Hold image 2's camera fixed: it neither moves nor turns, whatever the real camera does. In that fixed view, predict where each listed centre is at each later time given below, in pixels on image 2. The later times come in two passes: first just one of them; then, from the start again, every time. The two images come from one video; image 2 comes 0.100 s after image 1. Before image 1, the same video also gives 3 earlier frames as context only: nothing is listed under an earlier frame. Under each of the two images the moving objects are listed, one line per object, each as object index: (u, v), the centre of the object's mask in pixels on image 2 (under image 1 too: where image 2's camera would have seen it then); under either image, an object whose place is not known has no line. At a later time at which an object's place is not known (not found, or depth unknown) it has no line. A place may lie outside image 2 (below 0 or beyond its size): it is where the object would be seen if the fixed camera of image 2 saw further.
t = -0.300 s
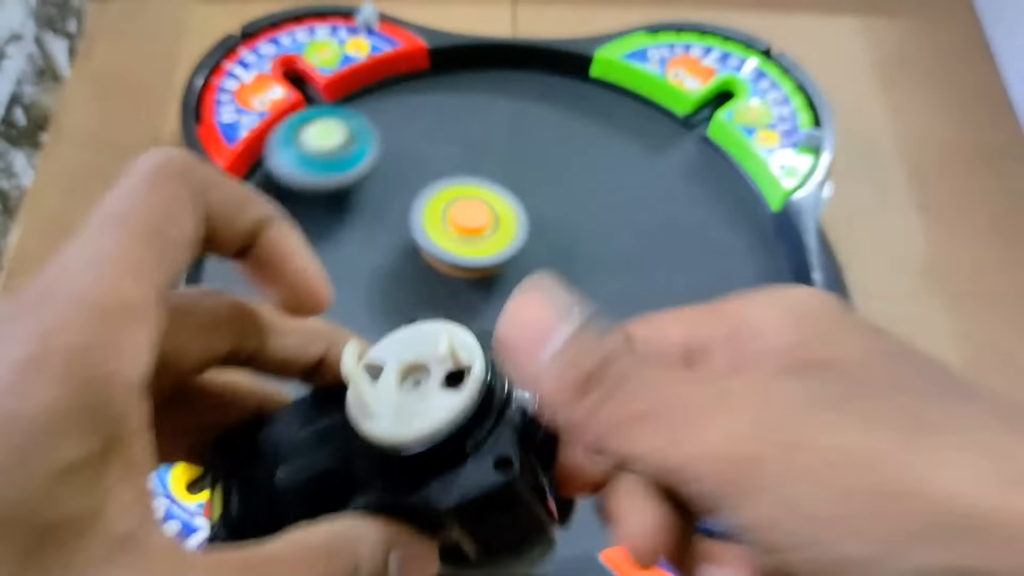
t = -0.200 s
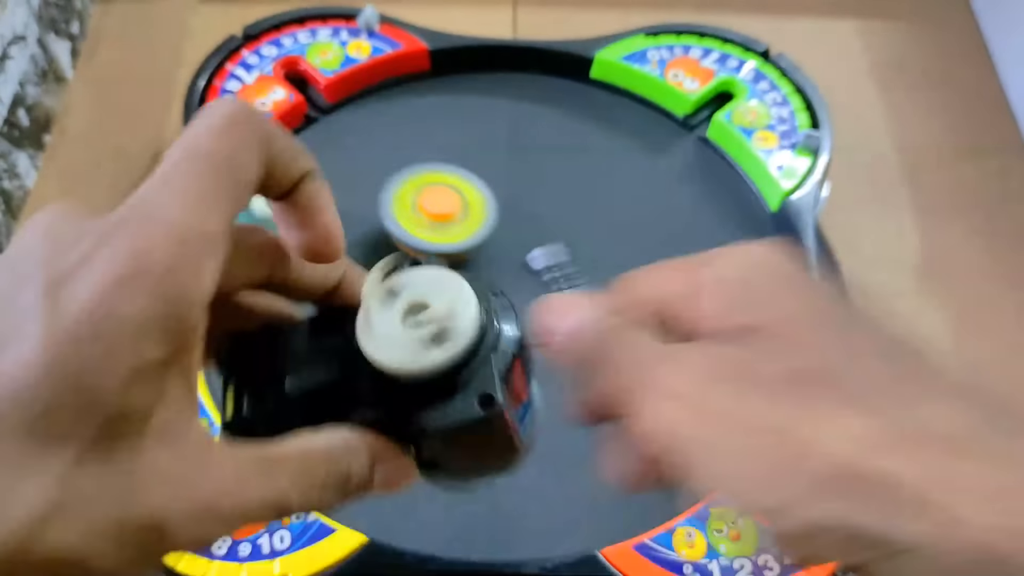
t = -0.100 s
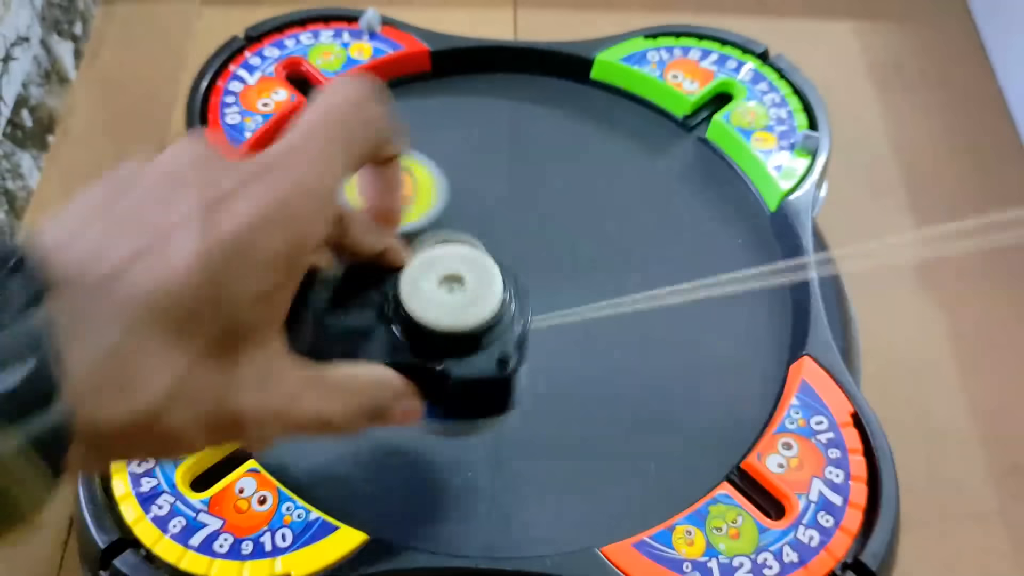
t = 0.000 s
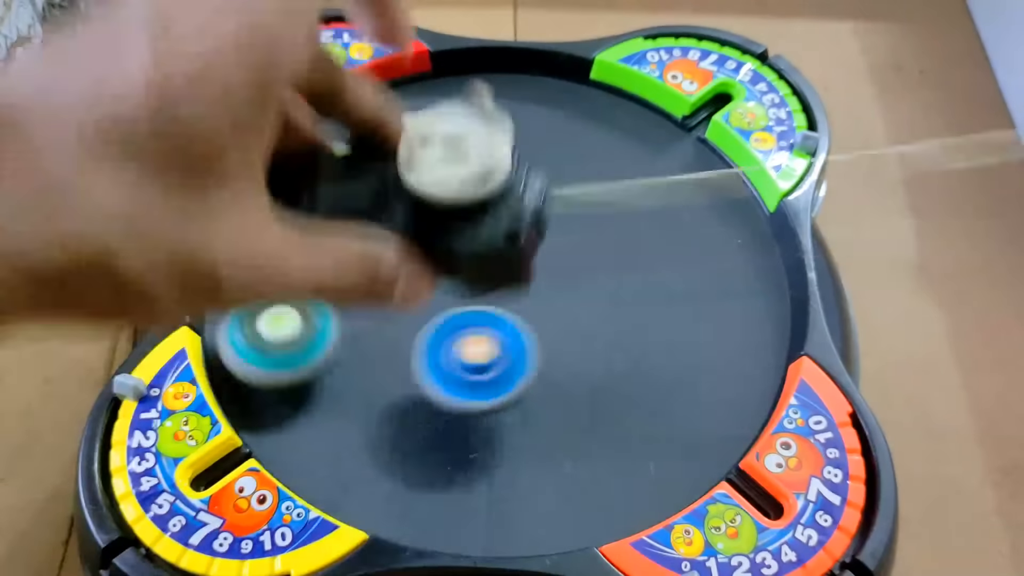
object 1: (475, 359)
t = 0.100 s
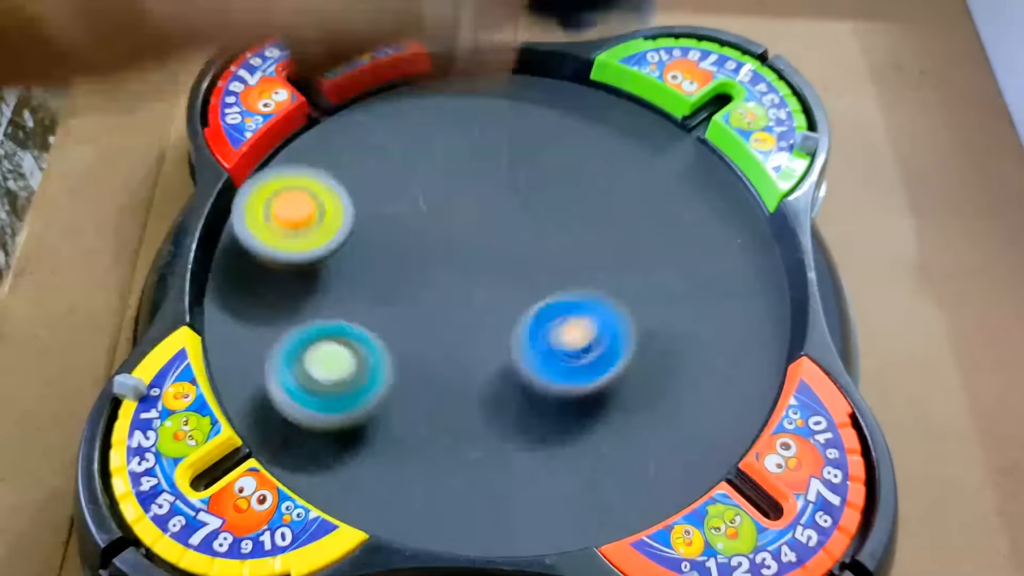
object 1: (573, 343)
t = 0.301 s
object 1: (523, 157)
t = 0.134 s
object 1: (601, 315)
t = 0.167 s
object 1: (614, 285)
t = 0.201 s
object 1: (615, 250)
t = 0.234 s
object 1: (599, 212)
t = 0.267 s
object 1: (567, 180)
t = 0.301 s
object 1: (523, 157)
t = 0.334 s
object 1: (470, 146)
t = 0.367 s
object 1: (413, 149)
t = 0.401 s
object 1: (358, 170)
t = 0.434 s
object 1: (312, 205)
